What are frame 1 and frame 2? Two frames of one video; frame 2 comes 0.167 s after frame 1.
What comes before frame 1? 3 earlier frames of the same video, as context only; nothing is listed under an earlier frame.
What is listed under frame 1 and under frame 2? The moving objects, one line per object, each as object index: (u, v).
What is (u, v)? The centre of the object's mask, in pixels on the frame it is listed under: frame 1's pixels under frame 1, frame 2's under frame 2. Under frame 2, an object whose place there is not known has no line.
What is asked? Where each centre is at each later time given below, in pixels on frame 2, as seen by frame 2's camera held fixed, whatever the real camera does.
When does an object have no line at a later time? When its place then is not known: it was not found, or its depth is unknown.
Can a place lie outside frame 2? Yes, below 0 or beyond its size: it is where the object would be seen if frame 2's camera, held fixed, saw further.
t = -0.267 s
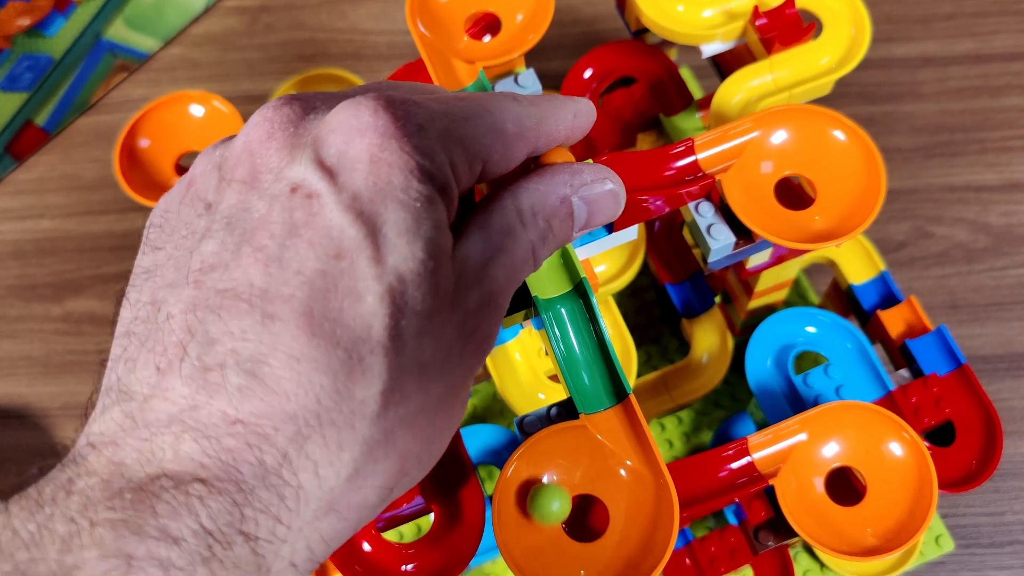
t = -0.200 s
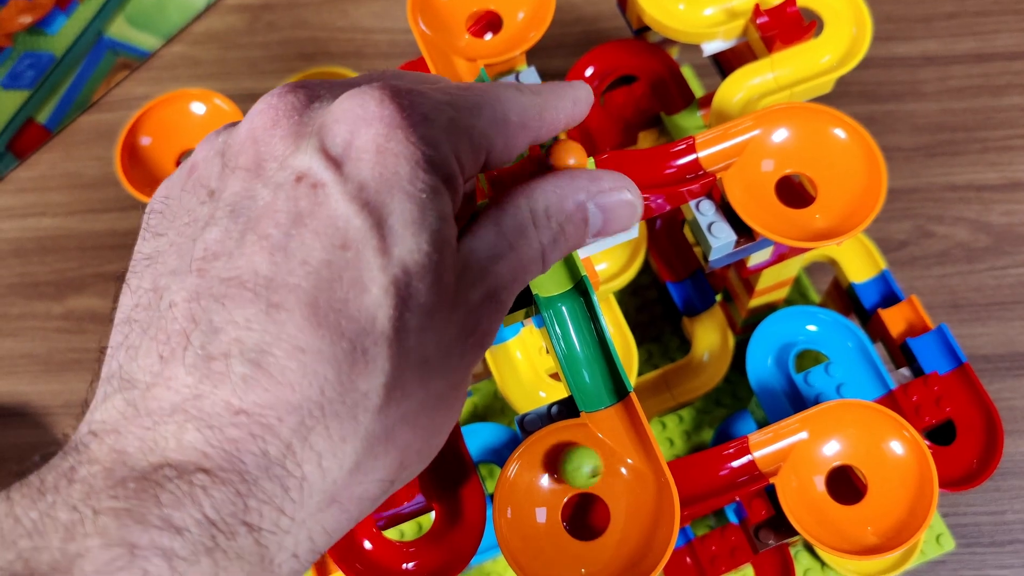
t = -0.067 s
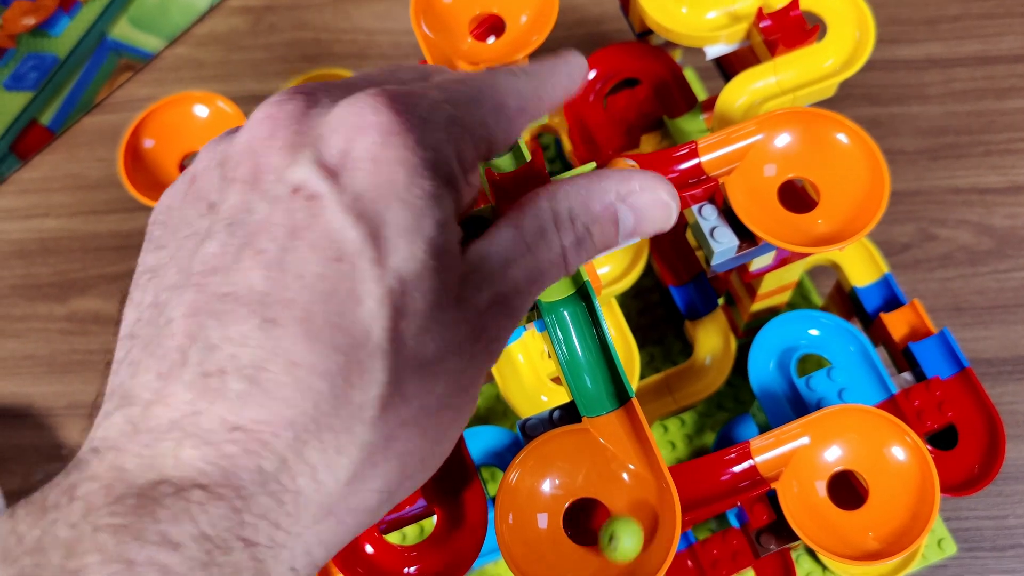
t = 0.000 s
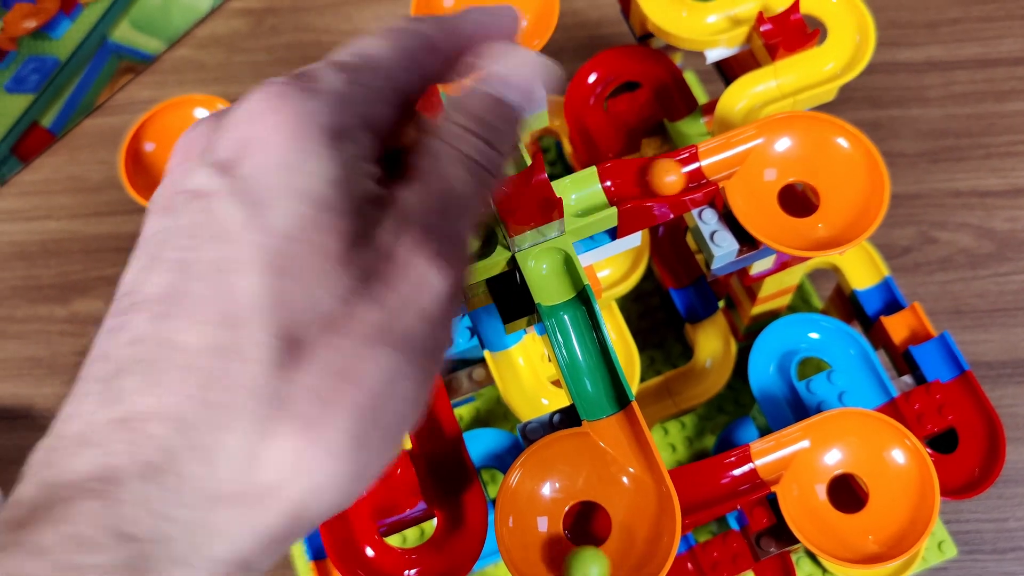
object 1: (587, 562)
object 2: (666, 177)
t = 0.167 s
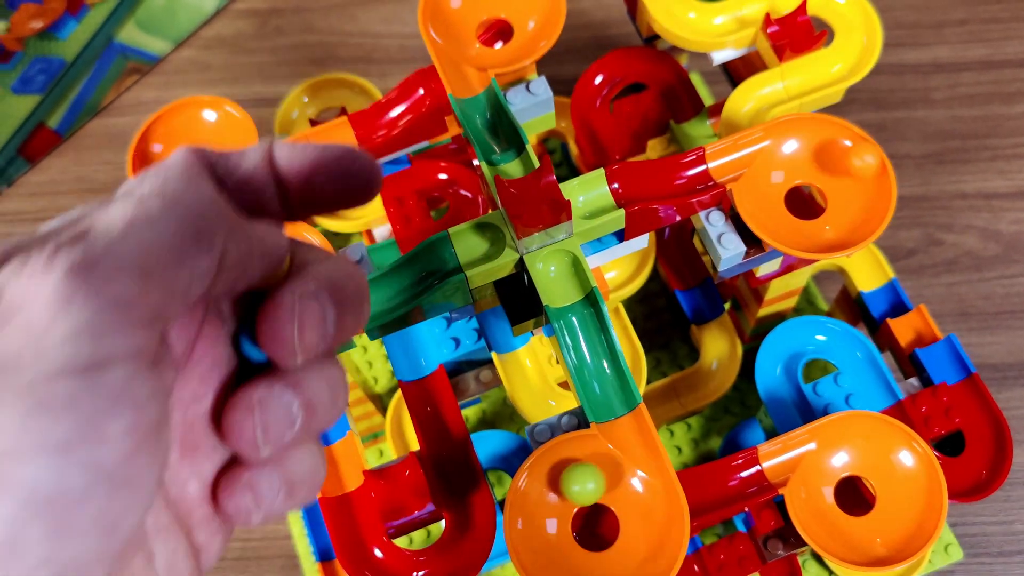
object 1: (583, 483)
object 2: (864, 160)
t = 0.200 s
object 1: (600, 478)
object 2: (873, 188)
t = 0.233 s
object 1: (616, 486)
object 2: (852, 218)
